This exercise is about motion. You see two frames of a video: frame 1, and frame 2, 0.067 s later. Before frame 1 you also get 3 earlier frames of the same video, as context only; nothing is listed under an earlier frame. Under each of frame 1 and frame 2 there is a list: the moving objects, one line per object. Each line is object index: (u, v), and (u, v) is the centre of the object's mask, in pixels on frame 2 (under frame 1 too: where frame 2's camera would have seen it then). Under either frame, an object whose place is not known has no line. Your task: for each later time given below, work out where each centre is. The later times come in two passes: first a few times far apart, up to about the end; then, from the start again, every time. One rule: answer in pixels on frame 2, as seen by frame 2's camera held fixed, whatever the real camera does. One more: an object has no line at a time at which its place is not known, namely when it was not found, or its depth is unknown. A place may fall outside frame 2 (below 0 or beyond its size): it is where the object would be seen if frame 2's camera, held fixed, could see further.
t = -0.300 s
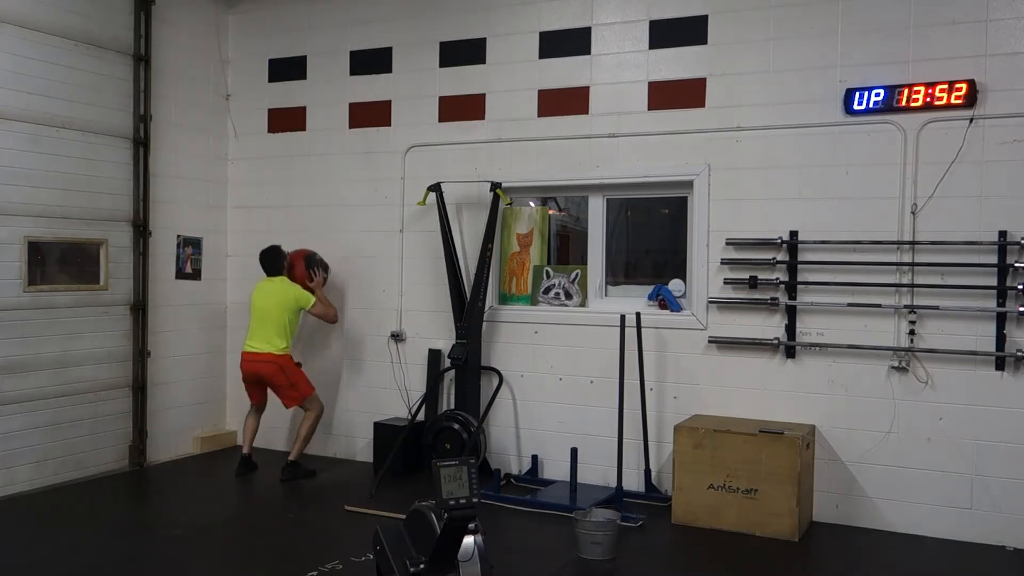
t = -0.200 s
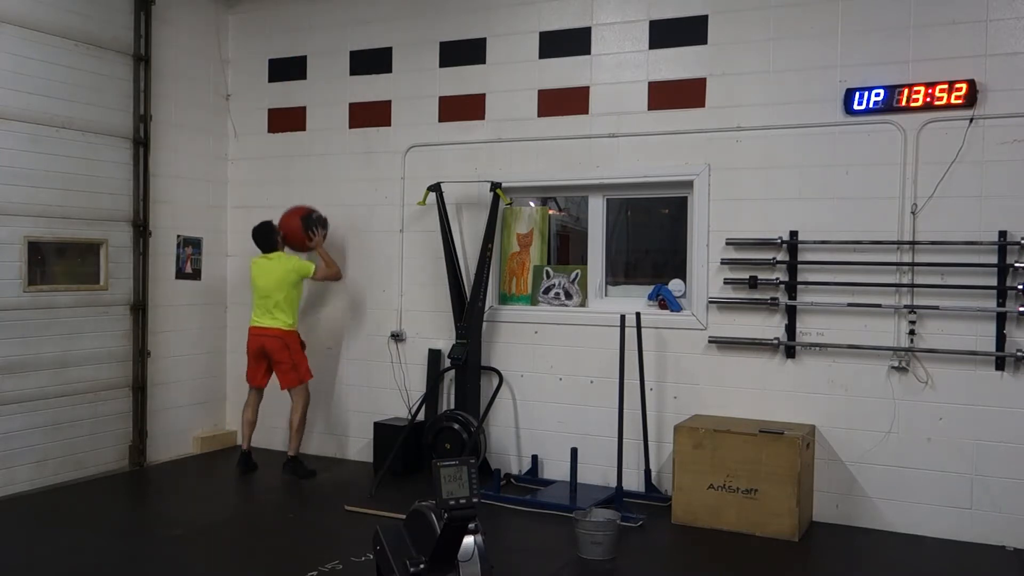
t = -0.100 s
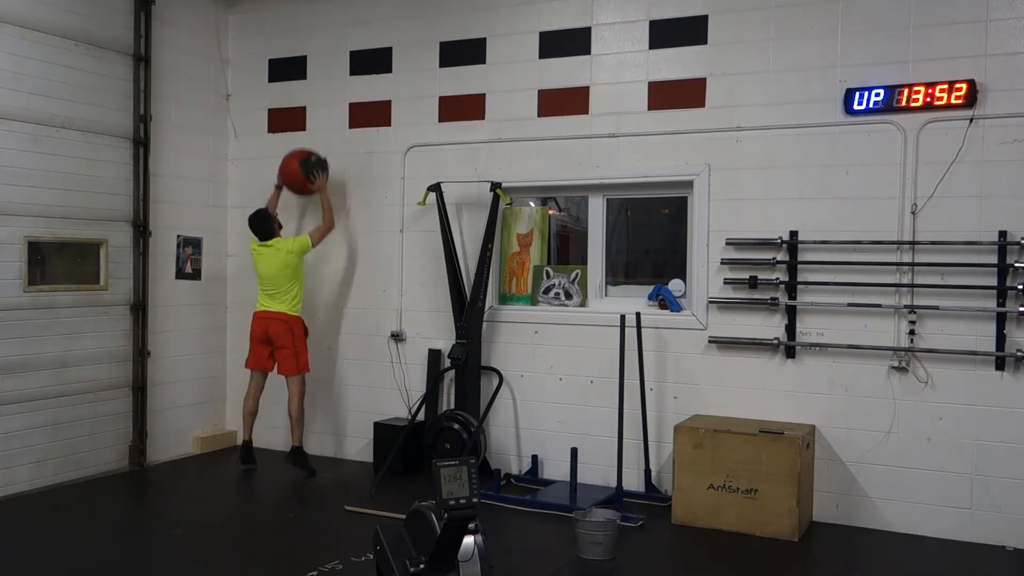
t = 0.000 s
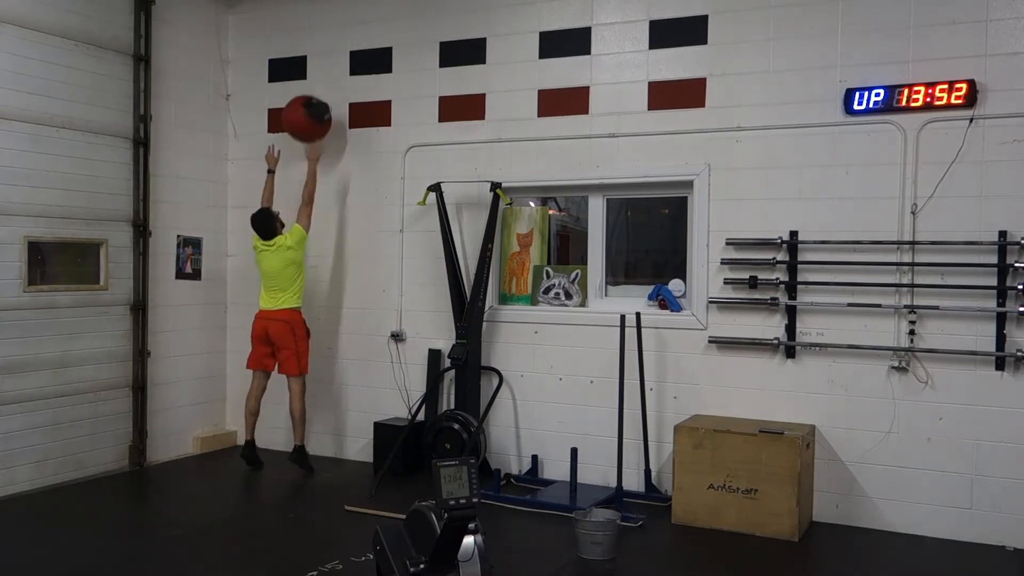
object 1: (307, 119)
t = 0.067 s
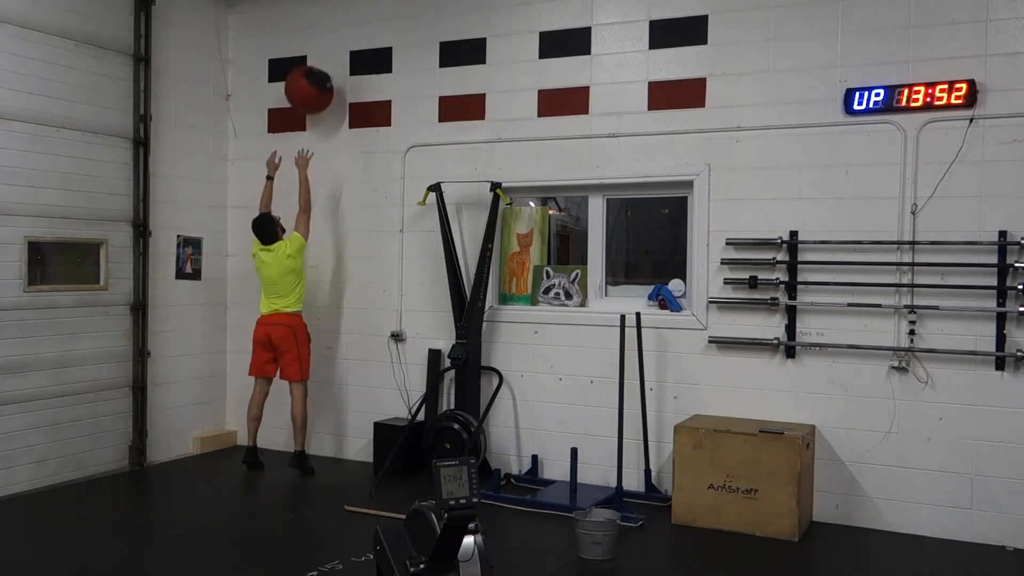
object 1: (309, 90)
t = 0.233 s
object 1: (314, 43)
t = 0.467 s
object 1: (315, 36)
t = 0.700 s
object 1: (306, 97)
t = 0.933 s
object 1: (299, 230)
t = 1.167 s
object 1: (295, 433)
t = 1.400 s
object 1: (301, 417)
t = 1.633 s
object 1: (313, 444)
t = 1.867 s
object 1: (321, 444)
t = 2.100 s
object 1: (320, 444)
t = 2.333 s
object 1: (319, 445)
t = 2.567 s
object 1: (319, 445)
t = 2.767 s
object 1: (319, 445)
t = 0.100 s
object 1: (310, 78)
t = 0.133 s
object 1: (311, 67)
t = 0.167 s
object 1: (312, 58)
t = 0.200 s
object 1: (313, 50)
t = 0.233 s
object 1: (314, 43)
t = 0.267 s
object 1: (315, 38)
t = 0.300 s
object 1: (316, 34)
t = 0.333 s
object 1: (317, 33)
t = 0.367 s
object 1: (317, 32)
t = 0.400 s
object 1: (316, 32)
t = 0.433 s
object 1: (315, 33)
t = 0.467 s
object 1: (315, 36)
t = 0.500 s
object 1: (313, 41)
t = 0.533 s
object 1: (312, 46)
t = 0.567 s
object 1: (311, 54)
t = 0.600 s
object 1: (310, 62)
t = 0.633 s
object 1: (309, 72)
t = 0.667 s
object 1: (307, 83)
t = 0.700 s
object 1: (306, 97)
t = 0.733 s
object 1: (305, 111)
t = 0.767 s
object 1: (304, 127)
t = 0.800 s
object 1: (303, 145)
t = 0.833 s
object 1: (302, 164)
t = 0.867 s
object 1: (301, 184)
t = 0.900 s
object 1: (300, 206)
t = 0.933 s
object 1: (299, 230)
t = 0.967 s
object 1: (298, 255)
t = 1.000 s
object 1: (298, 281)
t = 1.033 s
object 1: (295, 309)
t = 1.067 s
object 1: (294, 337)
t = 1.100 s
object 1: (295, 368)
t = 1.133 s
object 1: (295, 399)
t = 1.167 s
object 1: (295, 433)
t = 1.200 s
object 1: (294, 447)
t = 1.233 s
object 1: (293, 439)
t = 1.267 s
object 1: (294, 432)
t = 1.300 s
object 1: (296, 427)
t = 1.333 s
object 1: (298, 422)
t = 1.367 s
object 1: (299, 419)
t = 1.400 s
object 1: (301, 417)
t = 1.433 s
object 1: (303, 416)
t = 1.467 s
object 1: (304, 417)
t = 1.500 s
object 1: (306, 420)
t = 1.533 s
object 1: (308, 424)
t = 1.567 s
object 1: (309, 429)
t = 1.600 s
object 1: (311, 435)
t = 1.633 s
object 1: (313, 444)
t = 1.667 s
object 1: (314, 447)
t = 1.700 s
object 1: (316, 445)
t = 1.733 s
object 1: (317, 444)
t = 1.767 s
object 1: (318, 444)
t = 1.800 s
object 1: (320, 444)
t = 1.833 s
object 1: (321, 445)
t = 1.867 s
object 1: (321, 444)
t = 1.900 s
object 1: (322, 444)
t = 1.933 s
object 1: (322, 444)
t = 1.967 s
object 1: (322, 444)
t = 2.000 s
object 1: (321, 444)
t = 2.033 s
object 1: (321, 444)
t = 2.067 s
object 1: (320, 444)
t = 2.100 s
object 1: (320, 444)
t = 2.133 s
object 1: (319, 444)
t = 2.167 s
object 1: (319, 444)
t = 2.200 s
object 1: (319, 445)
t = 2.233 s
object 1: (319, 445)
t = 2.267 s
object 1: (319, 445)
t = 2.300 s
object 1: (319, 445)
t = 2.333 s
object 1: (319, 445)
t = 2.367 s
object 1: (319, 445)
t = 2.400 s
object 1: (319, 445)
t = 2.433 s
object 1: (319, 445)
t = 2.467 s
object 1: (319, 445)
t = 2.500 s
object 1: (319, 445)
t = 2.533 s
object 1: (319, 445)
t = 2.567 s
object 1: (319, 445)
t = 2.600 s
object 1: (319, 445)
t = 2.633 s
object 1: (319, 445)
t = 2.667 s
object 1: (319, 445)
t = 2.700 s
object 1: (319, 445)
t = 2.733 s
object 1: (319, 445)
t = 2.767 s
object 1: (319, 445)
